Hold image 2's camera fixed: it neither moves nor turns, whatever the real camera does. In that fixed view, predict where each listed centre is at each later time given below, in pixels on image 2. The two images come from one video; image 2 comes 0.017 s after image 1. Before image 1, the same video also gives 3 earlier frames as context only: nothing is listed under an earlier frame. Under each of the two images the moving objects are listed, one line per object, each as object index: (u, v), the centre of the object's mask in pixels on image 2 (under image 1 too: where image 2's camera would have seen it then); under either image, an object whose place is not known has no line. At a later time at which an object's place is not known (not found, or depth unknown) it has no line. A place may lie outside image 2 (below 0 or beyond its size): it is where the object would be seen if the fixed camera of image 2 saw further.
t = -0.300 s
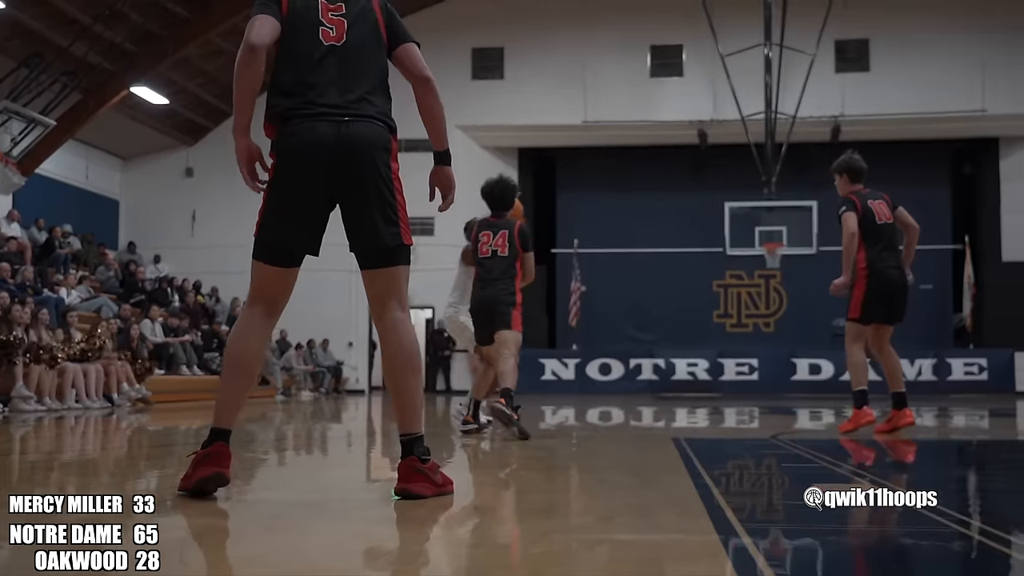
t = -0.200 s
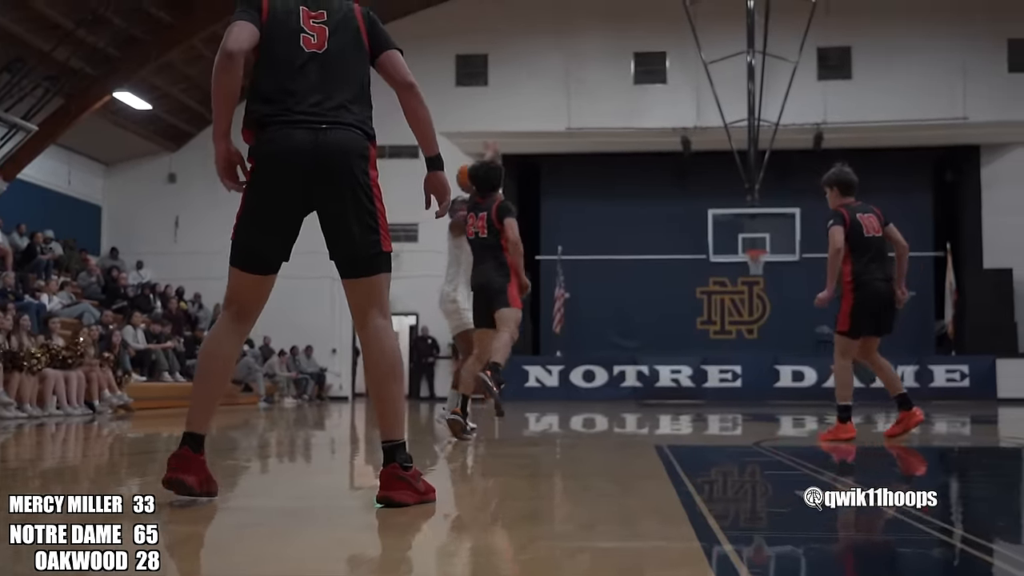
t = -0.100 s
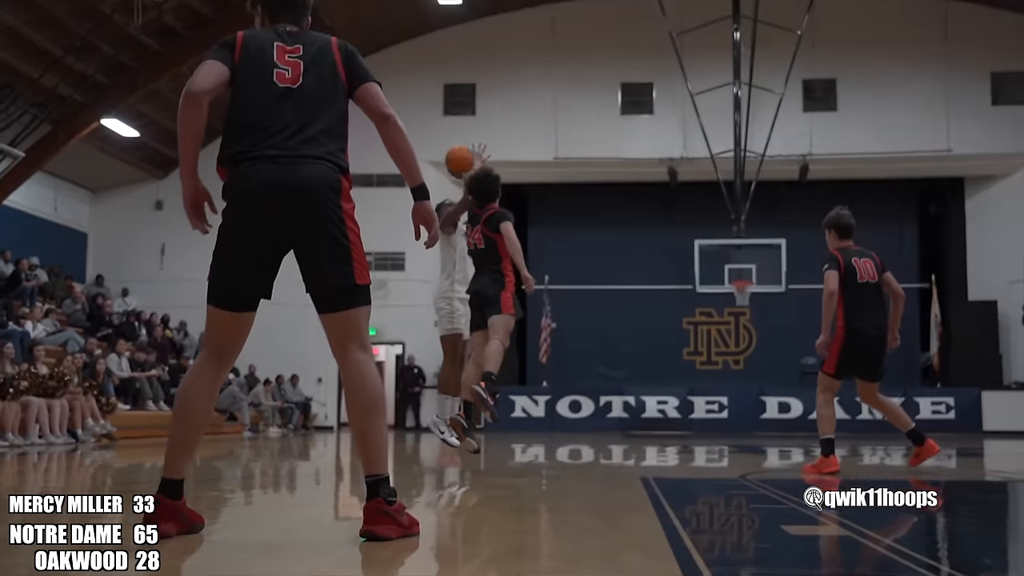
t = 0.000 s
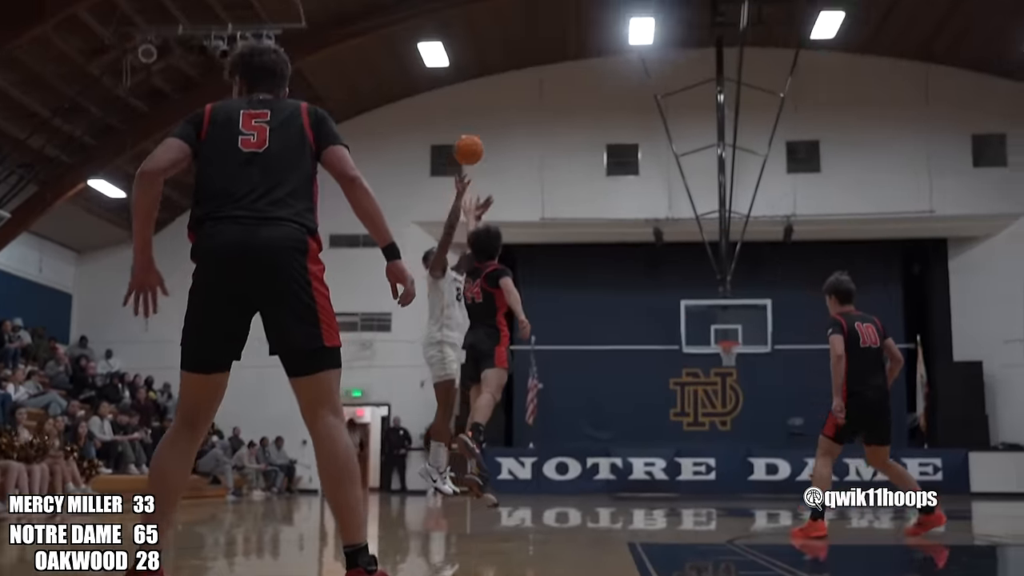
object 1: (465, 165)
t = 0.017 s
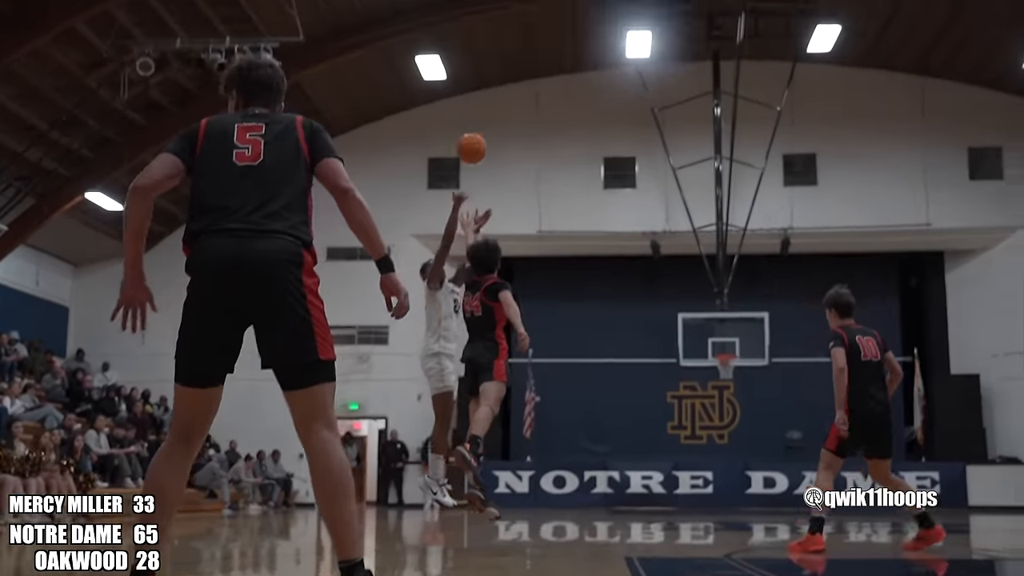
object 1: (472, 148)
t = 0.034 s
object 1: (478, 133)
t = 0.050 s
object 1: (483, 117)
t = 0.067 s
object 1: (489, 103)
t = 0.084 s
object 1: (495, 89)
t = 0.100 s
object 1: (501, 75)
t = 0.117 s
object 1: (507, 62)
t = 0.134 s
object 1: (514, 48)
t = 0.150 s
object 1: (520, 34)
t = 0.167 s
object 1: (526, 20)
